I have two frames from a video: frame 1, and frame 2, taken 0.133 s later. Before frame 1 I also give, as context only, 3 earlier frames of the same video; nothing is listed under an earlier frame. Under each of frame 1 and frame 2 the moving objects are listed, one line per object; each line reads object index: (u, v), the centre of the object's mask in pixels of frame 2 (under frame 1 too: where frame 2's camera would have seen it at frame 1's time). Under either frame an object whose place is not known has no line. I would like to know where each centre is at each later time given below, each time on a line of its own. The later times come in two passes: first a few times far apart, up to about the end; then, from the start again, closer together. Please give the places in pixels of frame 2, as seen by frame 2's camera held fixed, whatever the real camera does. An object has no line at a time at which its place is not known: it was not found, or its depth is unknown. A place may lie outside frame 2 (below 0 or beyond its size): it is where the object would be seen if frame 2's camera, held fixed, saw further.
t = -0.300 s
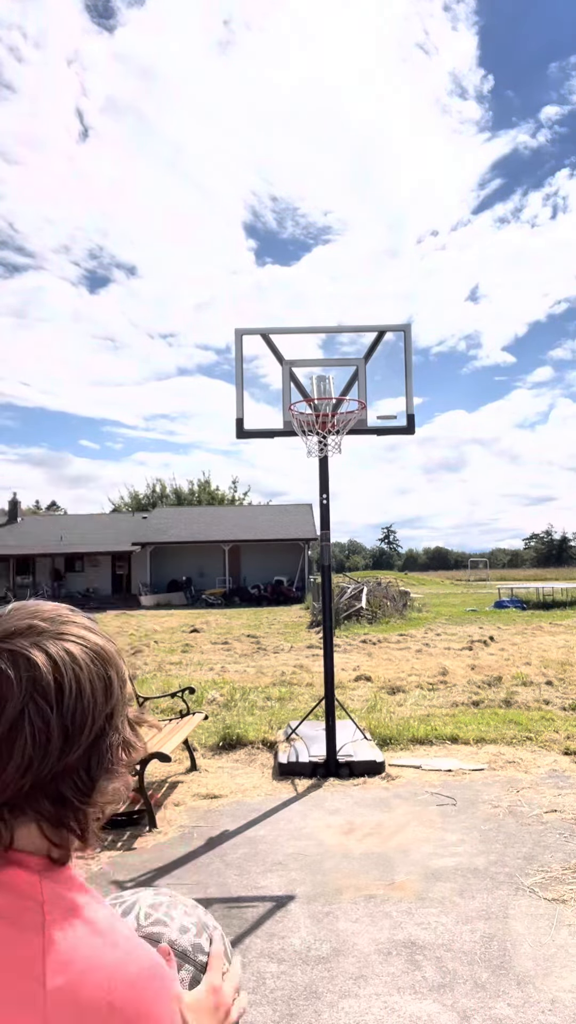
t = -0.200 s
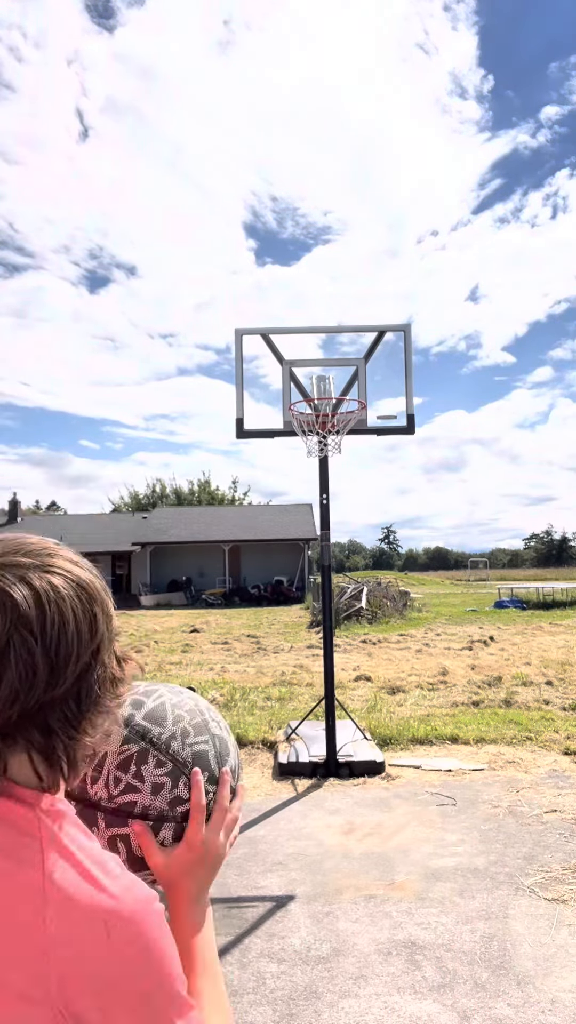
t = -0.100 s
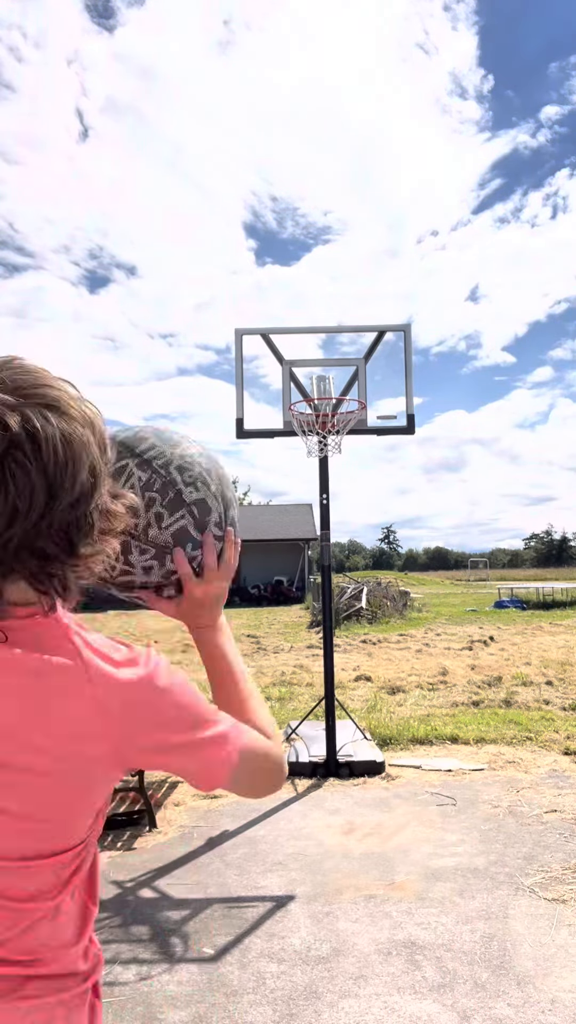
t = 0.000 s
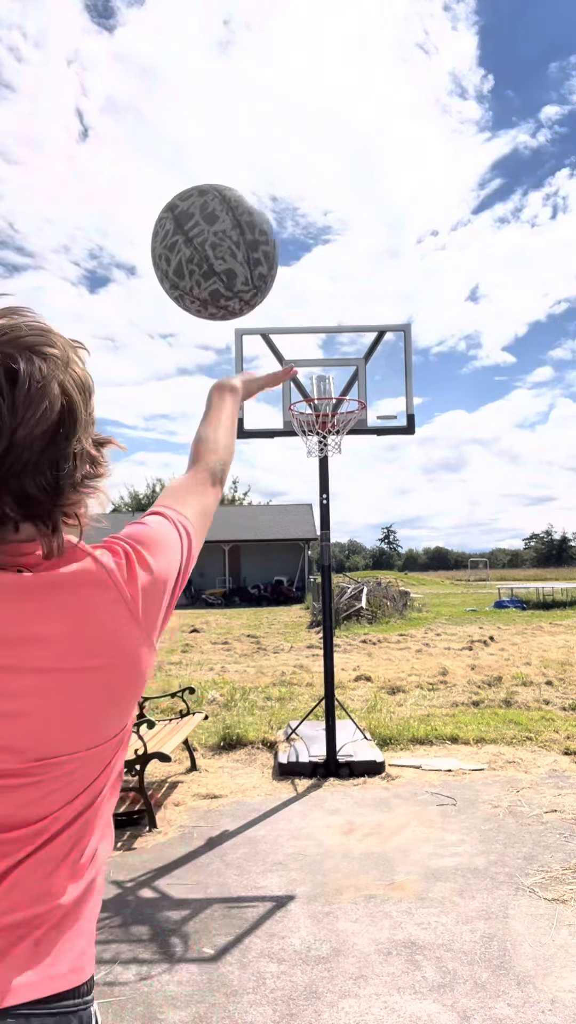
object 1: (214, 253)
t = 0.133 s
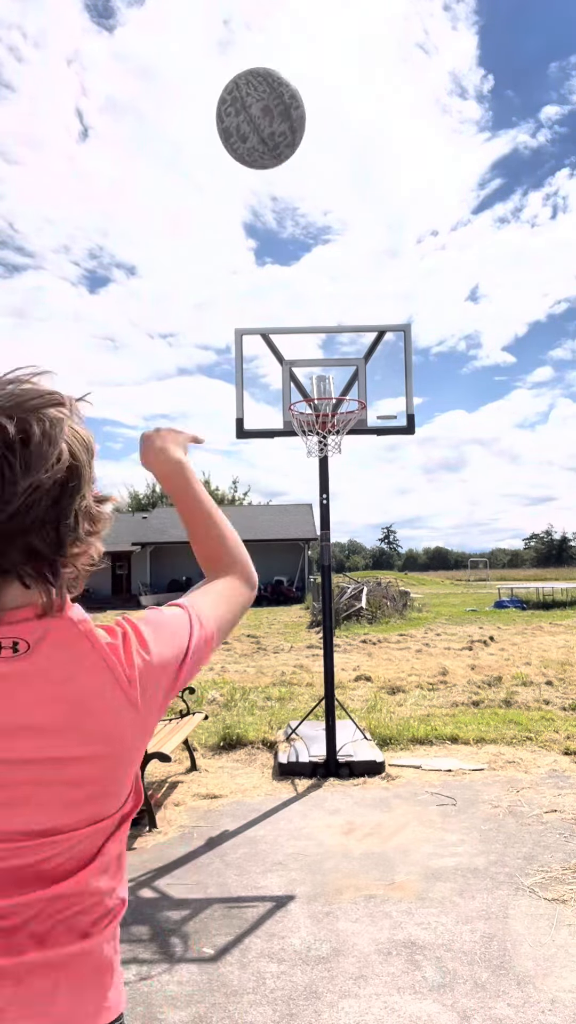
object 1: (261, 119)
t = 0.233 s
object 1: (281, 95)
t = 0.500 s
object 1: (312, 159)
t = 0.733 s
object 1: (327, 284)
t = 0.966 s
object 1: (336, 392)
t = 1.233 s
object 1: (314, 432)
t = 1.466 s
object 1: (319, 446)
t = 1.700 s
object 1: (343, 496)
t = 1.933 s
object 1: (369, 627)
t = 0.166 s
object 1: (268, 106)
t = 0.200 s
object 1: (275, 98)
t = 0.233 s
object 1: (281, 95)
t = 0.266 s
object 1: (287, 95)
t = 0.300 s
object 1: (291, 98)
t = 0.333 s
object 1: (296, 104)
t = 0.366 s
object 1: (300, 112)
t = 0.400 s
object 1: (303, 121)
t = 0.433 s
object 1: (307, 133)
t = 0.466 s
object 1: (310, 145)
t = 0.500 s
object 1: (312, 159)
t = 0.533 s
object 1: (315, 175)
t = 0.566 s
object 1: (317, 191)
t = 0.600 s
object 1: (319, 208)
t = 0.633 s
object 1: (322, 226)
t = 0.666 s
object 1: (324, 244)
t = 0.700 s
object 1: (325, 264)
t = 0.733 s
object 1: (327, 284)
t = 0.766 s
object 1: (329, 304)
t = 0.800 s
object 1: (330, 325)
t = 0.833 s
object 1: (332, 346)
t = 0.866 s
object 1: (333, 369)
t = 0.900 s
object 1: (334, 380)
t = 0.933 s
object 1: (335, 386)
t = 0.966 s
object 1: (336, 392)
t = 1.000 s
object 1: (335, 417)
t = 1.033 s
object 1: (337, 426)
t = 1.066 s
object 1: (338, 435)
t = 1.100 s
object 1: (334, 433)
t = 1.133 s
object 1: (327, 430)
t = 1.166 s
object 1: (323, 433)
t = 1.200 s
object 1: (318, 432)
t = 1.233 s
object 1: (314, 432)
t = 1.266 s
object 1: (311, 433)
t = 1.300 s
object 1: (309, 435)
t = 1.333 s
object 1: (309, 434)
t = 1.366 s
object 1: (310, 435)
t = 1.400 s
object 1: (313, 437)
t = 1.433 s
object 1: (315, 443)
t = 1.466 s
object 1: (319, 446)
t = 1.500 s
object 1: (322, 449)
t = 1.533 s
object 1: (325, 453)
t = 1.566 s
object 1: (329, 458)
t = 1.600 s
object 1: (332, 465)
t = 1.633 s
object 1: (336, 474)
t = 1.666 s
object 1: (339, 484)
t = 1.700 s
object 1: (343, 496)
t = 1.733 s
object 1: (347, 510)
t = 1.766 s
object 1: (351, 525)
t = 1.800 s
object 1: (354, 542)
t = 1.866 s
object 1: (362, 582)
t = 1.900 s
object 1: (364, 604)
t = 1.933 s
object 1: (369, 627)
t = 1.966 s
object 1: (372, 654)
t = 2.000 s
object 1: (376, 683)
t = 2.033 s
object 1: (379, 712)
